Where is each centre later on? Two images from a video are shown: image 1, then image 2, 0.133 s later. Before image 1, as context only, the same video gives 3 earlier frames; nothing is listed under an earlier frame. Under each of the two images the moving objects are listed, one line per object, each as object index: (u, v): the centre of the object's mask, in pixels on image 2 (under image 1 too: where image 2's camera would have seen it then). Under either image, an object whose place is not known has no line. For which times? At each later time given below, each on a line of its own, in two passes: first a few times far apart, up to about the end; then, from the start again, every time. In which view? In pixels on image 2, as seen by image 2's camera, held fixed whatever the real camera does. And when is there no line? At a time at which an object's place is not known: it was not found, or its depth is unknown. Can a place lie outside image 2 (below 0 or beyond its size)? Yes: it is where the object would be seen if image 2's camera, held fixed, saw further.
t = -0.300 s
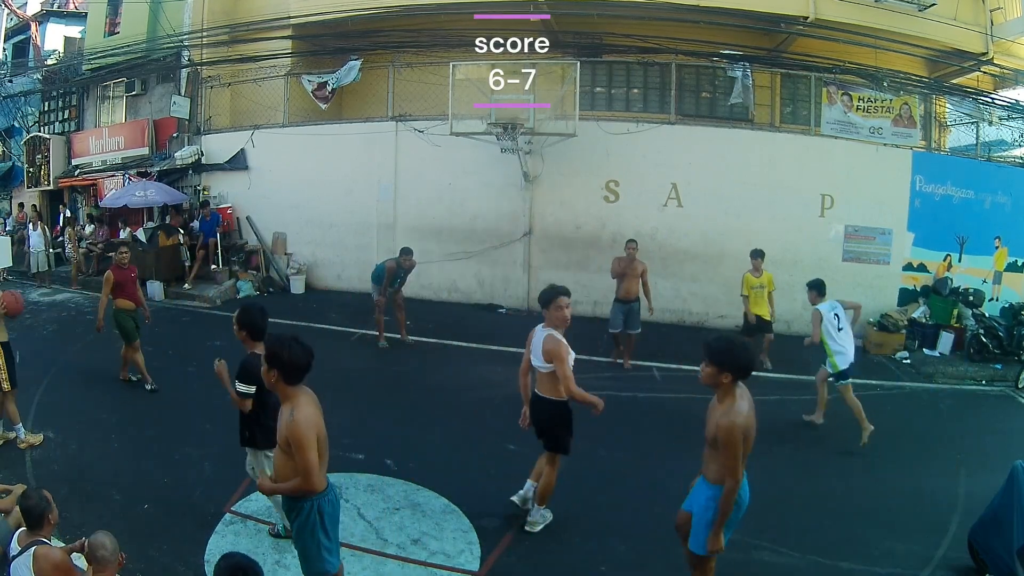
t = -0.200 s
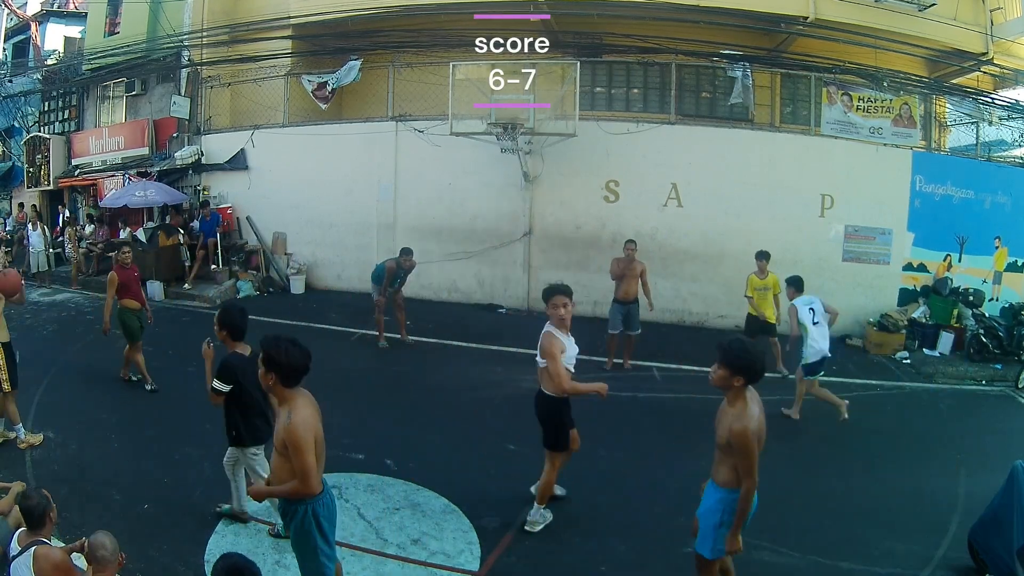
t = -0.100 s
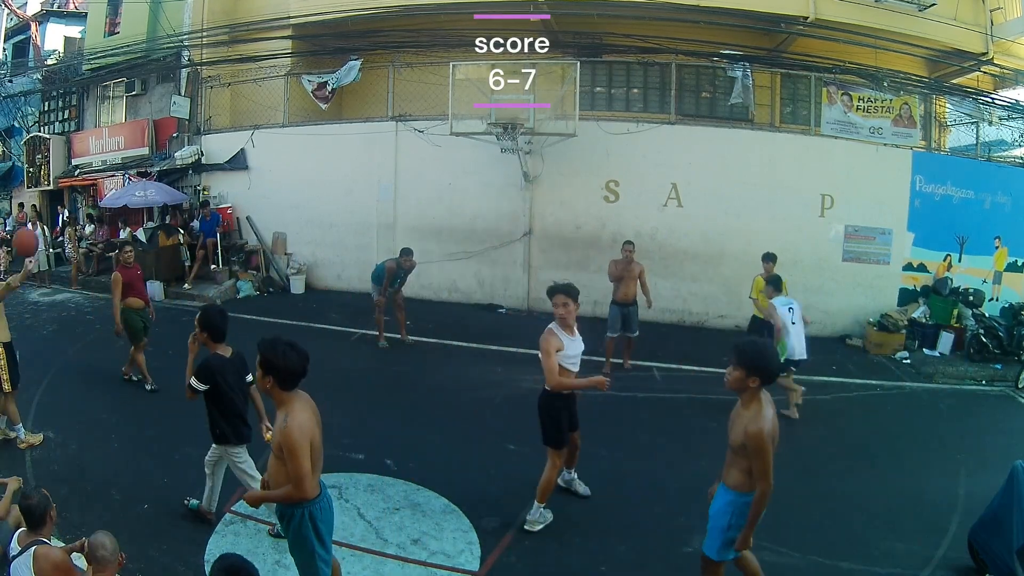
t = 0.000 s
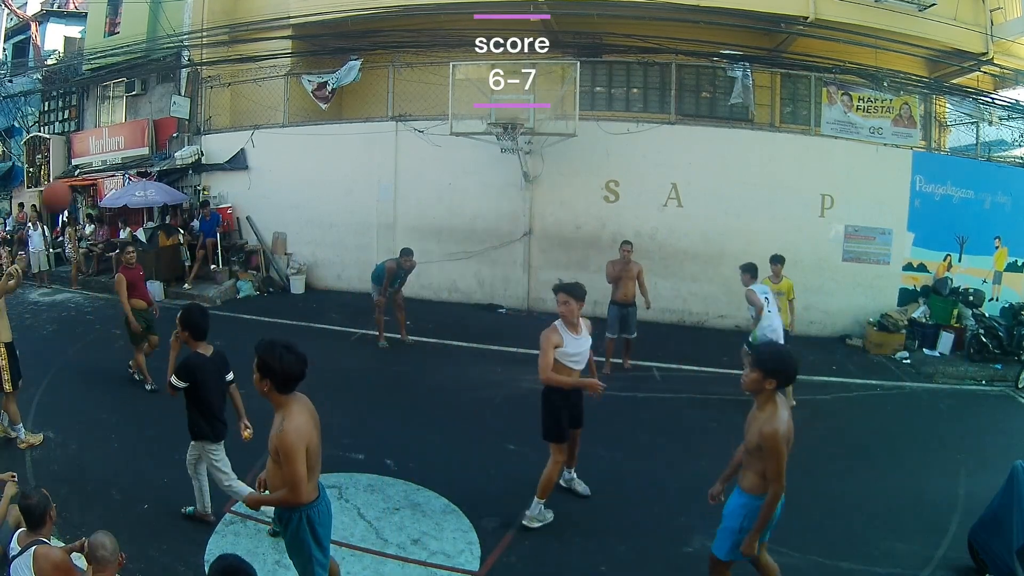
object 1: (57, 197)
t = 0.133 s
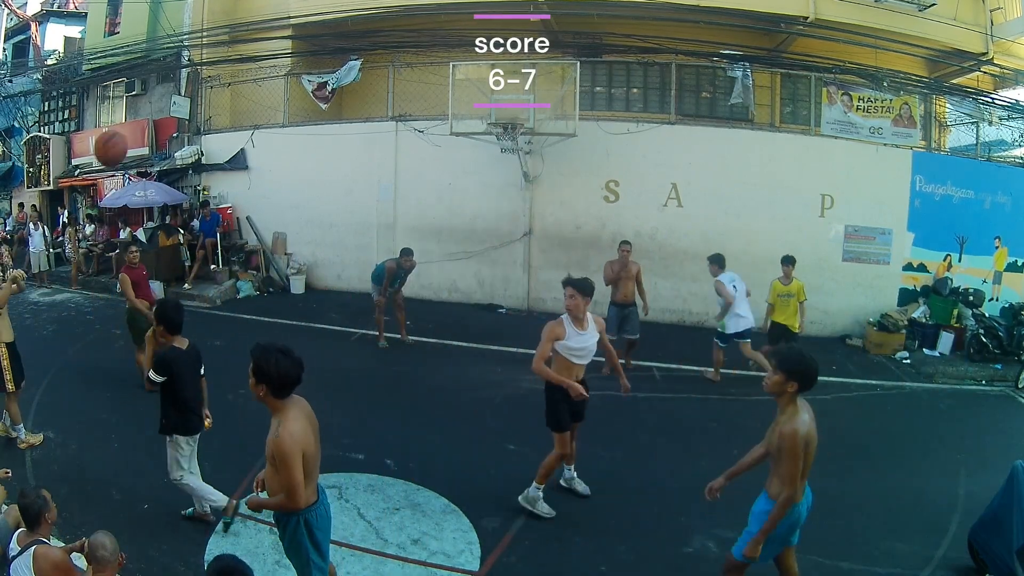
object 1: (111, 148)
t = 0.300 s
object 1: (205, 115)
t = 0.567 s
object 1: (432, 172)
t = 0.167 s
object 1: (127, 139)
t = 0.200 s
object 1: (144, 131)
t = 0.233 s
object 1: (163, 124)
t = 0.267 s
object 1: (183, 119)
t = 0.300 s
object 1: (205, 115)
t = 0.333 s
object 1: (227, 114)
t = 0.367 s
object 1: (252, 114)
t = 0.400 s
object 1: (277, 116)
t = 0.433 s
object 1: (305, 123)
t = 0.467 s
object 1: (335, 130)
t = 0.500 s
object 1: (366, 141)
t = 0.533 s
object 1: (398, 155)
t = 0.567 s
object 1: (432, 172)
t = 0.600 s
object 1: (467, 193)
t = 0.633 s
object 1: (505, 218)
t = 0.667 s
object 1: (542, 244)
